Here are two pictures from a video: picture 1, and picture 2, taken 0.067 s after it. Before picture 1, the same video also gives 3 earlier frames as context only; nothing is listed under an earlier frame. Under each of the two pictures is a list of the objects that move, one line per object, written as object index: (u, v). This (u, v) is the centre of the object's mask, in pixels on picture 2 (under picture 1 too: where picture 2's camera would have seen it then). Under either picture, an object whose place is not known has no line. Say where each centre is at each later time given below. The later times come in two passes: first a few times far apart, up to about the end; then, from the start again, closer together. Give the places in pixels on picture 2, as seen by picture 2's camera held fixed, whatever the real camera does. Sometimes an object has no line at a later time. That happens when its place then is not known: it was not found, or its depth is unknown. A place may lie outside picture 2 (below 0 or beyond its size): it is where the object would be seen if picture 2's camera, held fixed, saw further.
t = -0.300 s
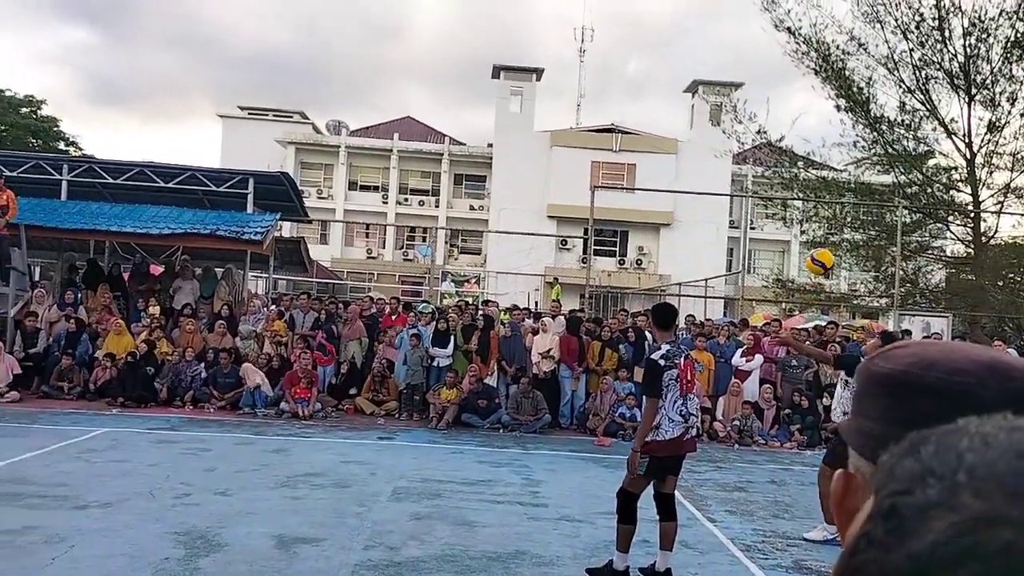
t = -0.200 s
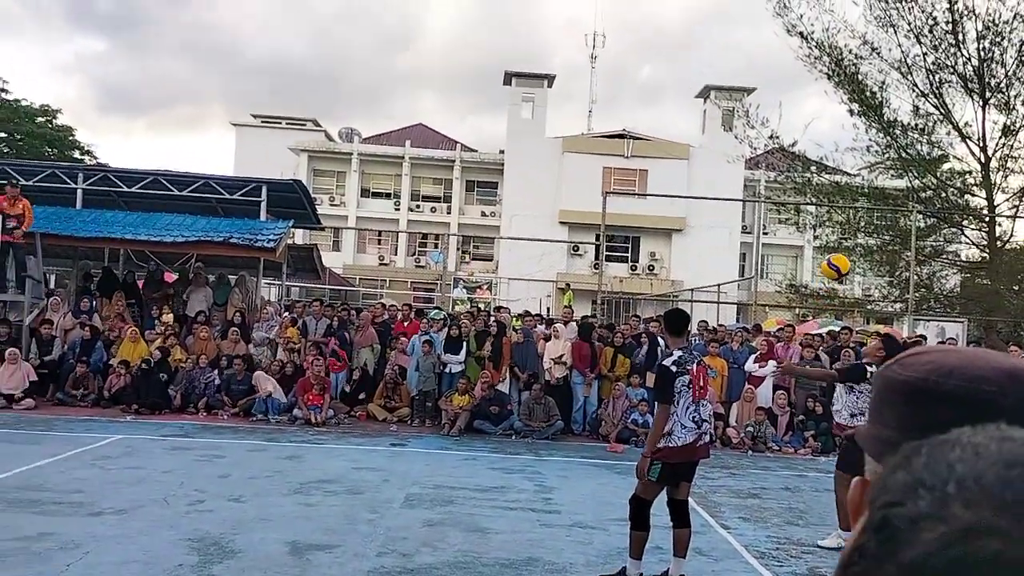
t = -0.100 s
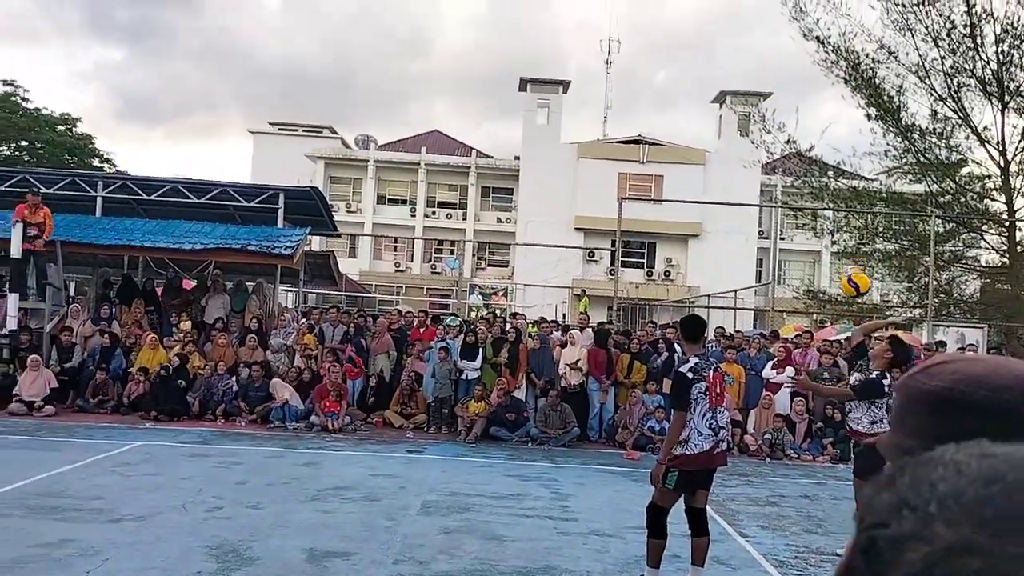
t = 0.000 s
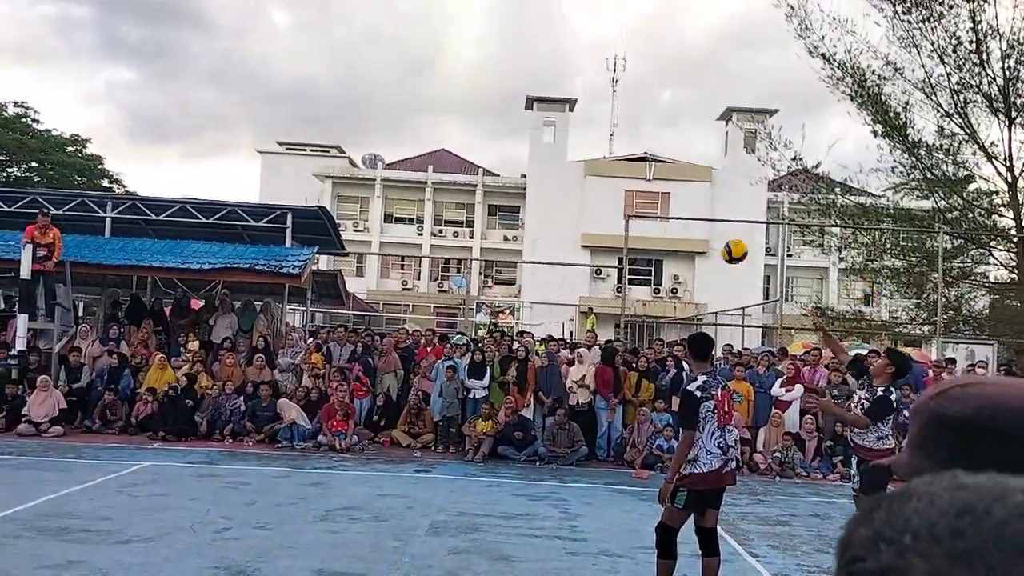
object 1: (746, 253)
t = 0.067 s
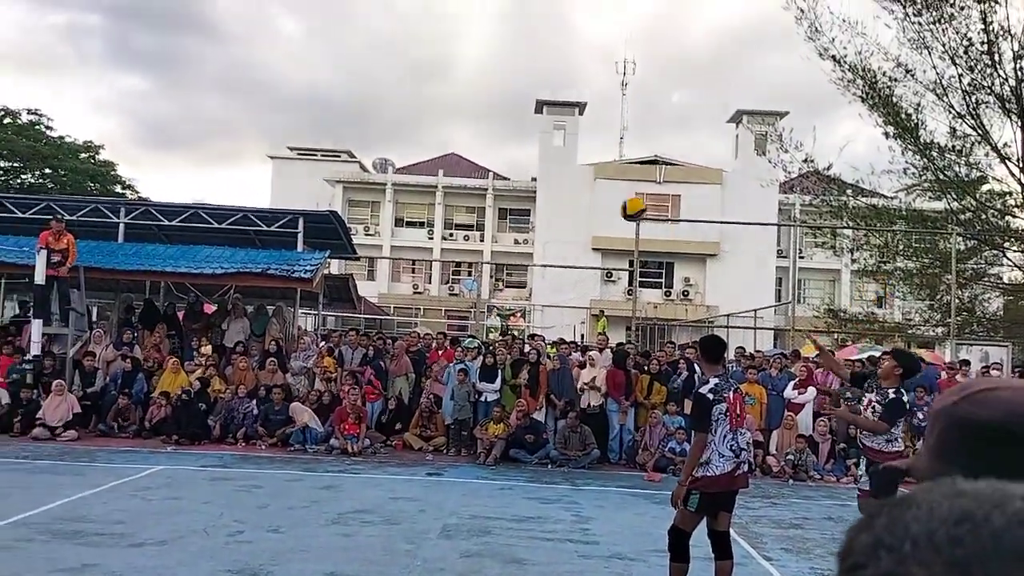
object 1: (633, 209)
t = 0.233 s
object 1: (369, 123)
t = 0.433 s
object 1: (69, 69)
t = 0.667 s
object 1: (-229, 75)
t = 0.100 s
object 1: (579, 189)
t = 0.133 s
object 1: (525, 170)
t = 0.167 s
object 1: (472, 152)
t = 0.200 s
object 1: (420, 137)
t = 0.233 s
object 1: (369, 123)
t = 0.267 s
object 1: (318, 110)
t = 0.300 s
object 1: (267, 98)
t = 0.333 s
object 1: (217, 87)
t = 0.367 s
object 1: (167, 79)
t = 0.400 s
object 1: (117, 74)
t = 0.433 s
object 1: (69, 69)
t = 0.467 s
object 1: (22, 65)
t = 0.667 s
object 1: (-229, 75)
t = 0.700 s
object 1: (-268, 81)
